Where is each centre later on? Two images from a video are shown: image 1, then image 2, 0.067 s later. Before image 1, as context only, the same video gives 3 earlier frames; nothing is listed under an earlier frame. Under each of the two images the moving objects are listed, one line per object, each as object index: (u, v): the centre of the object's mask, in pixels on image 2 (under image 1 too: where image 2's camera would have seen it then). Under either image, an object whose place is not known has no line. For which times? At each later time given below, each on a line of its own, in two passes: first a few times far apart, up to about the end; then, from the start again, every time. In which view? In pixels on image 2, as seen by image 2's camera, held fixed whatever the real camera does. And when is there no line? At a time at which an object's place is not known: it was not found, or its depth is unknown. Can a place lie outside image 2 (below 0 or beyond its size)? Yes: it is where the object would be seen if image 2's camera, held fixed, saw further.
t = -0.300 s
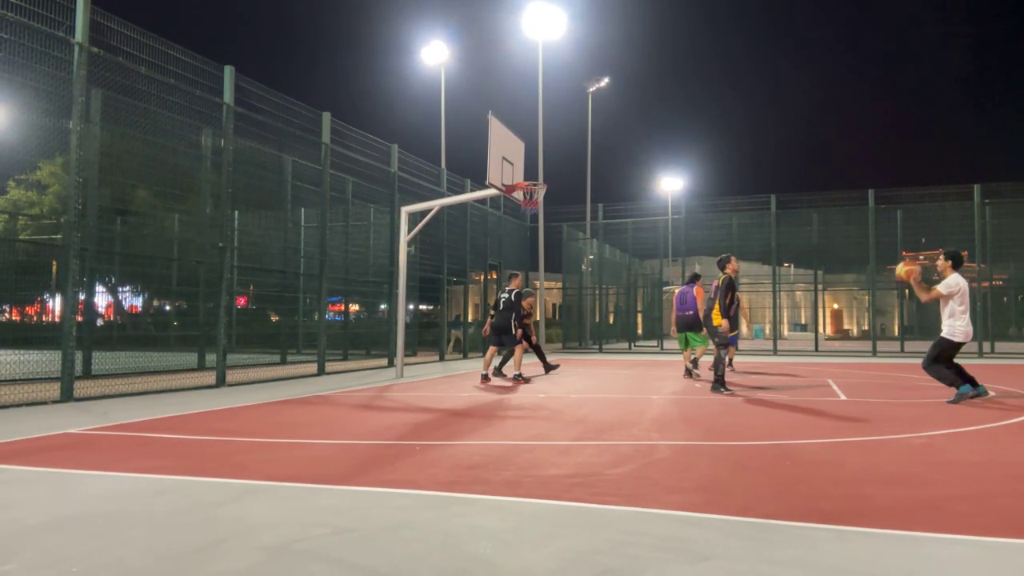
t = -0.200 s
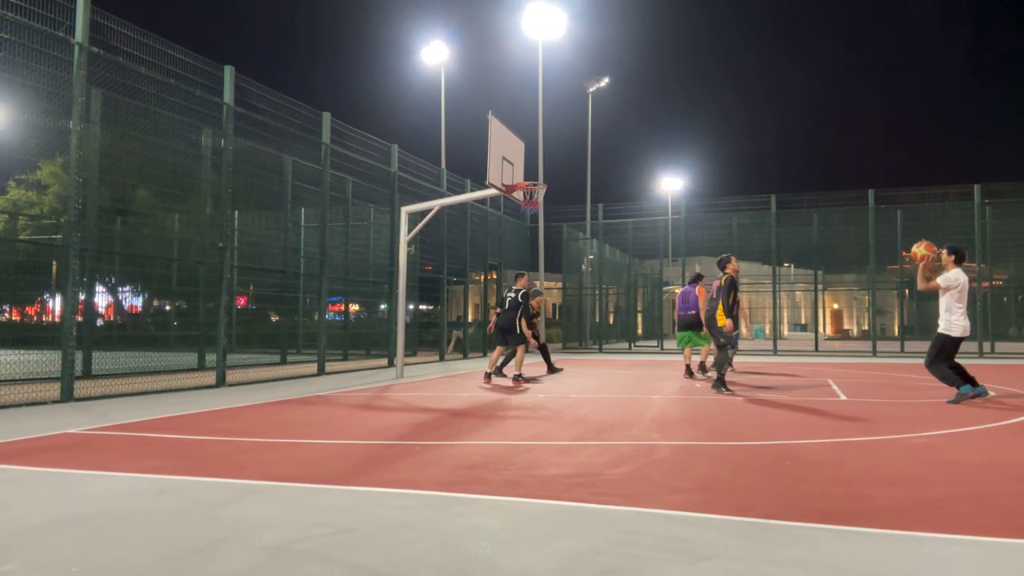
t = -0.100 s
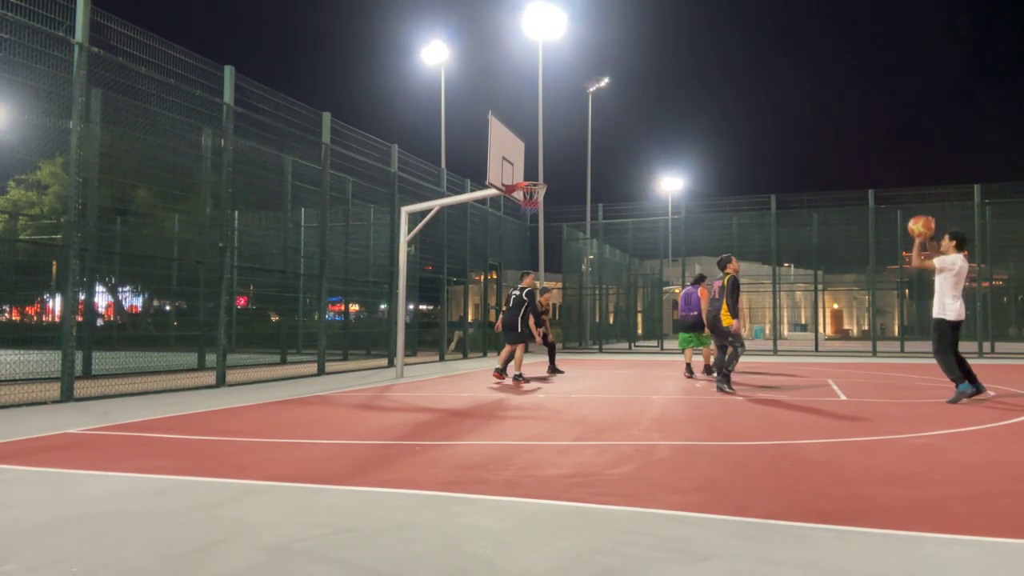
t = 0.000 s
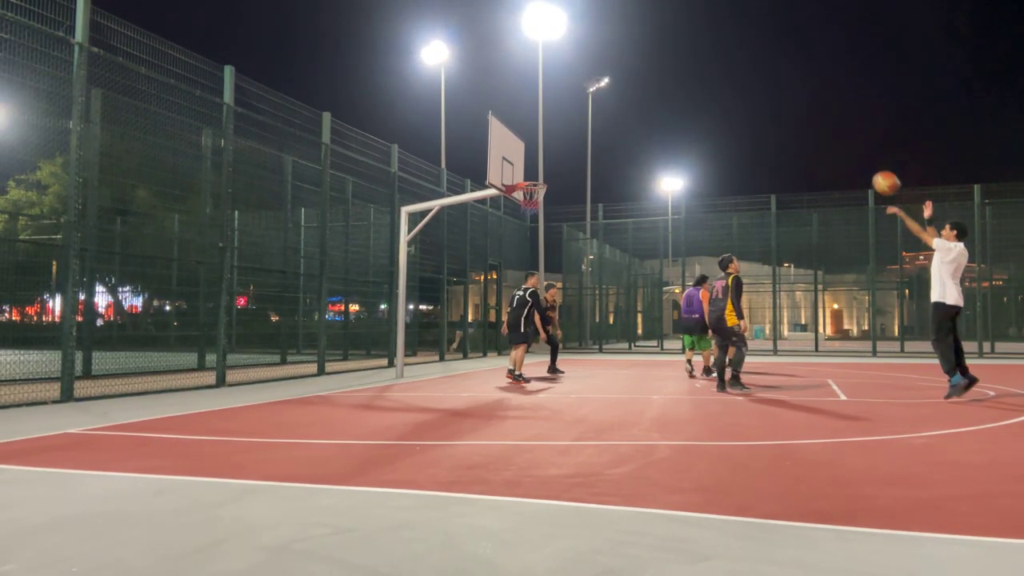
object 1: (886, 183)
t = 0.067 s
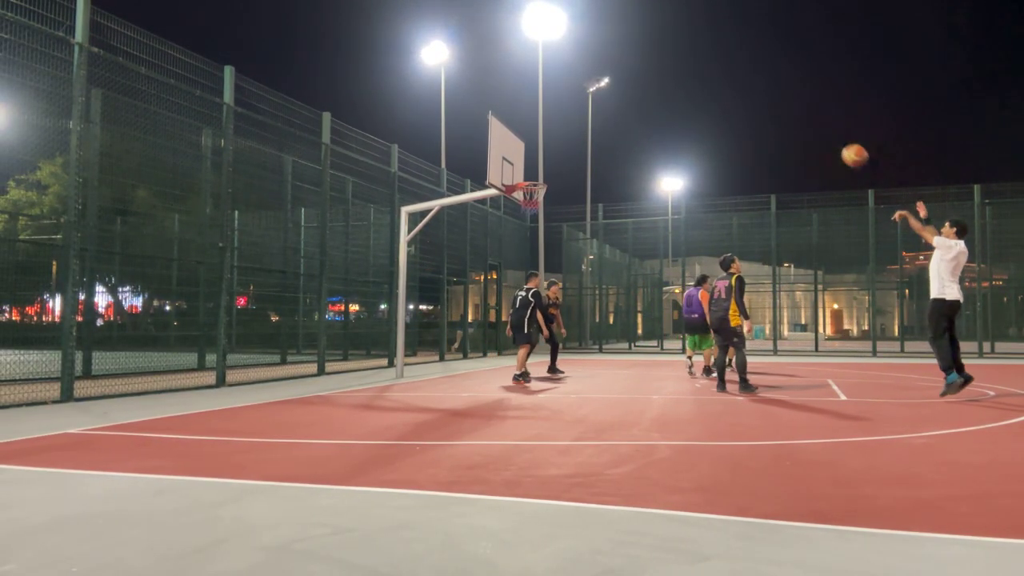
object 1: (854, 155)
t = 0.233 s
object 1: (783, 108)
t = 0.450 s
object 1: (702, 85)
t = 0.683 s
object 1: (628, 100)
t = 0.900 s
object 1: (569, 141)
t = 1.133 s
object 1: (529, 191)
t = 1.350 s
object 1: (548, 208)
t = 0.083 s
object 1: (847, 149)
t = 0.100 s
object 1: (839, 144)
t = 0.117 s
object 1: (832, 138)
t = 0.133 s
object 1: (824, 133)
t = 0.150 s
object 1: (817, 128)
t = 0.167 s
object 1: (810, 124)
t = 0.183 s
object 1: (803, 120)
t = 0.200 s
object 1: (796, 116)
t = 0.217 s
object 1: (790, 112)
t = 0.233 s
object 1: (783, 108)
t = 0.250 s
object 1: (776, 105)
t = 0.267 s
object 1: (769, 102)
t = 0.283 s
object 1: (763, 99)
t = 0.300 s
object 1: (757, 97)
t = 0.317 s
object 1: (750, 95)
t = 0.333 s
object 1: (744, 93)
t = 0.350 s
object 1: (738, 91)
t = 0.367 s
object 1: (732, 90)
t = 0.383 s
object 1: (726, 89)
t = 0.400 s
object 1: (720, 87)
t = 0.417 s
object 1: (714, 87)
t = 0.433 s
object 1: (708, 86)
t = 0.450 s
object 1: (702, 85)
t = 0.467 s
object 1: (697, 85)
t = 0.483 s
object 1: (691, 85)
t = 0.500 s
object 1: (685, 85)
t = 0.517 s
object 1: (680, 86)
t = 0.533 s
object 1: (675, 86)
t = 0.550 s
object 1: (669, 87)
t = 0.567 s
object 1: (664, 88)
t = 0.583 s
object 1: (659, 89)
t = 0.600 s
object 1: (654, 90)
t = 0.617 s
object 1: (648, 92)
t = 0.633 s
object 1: (643, 93)
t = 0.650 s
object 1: (638, 95)
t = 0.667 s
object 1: (633, 97)
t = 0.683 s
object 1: (628, 100)
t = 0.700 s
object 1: (623, 101)
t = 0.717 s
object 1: (618, 104)
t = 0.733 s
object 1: (614, 107)
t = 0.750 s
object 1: (609, 109)
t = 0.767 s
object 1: (604, 113)
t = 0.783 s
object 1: (600, 116)
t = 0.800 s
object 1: (596, 119)
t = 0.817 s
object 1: (591, 122)
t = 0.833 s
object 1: (586, 126)
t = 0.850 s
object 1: (581, 129)
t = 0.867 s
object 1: (578, 133)
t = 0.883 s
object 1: (573, 137)
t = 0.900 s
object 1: (569, 141)
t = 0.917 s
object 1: (564, 146)
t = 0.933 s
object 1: (560, 150)
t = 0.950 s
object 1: (556, 154)
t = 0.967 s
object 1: (552, 159)
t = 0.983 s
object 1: (549, 164)
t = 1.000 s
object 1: (544, 168)
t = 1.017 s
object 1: (540, 173)
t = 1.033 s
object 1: (536, 178)
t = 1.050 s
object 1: (532, 182)
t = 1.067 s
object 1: (530, 183)
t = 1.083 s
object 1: (527, 182)
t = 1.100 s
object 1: (527, 186)
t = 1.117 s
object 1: (523, 185)
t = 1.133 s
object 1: (529, 191)
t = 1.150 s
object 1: (528, 191)
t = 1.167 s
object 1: (530, 194)
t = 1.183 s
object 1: (533, 195)
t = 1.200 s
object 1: (535, 198)
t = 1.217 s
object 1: (536, 200)
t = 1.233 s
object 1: (538, 201)
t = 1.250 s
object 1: (540, 201)
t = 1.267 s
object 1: (541, 201)
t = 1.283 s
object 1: (543, 202)
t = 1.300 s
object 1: (544, 203)
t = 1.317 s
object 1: (545, 205)
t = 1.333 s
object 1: (546, 206)
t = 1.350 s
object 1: (548, 208)
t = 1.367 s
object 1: (549, 210)
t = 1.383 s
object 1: (550, 211)
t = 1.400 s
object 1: (550, 214)
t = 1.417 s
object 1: (552, 216)
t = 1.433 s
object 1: (553, 218)
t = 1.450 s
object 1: (555, 221)
